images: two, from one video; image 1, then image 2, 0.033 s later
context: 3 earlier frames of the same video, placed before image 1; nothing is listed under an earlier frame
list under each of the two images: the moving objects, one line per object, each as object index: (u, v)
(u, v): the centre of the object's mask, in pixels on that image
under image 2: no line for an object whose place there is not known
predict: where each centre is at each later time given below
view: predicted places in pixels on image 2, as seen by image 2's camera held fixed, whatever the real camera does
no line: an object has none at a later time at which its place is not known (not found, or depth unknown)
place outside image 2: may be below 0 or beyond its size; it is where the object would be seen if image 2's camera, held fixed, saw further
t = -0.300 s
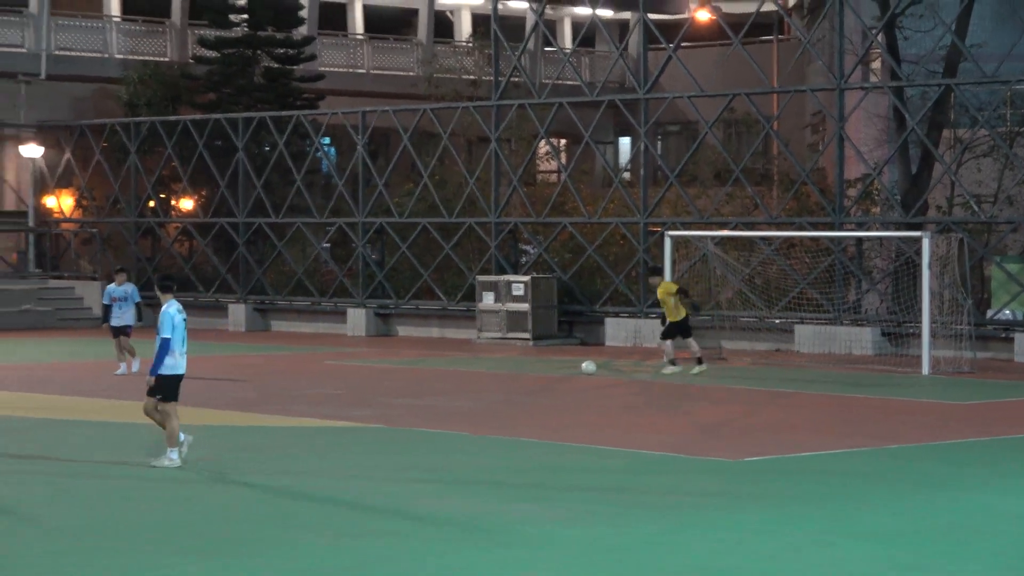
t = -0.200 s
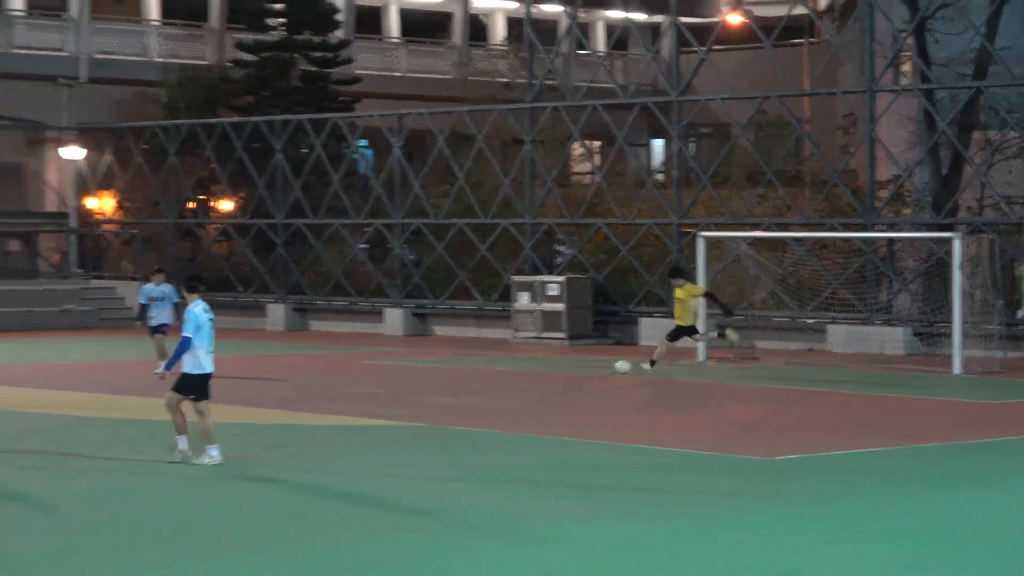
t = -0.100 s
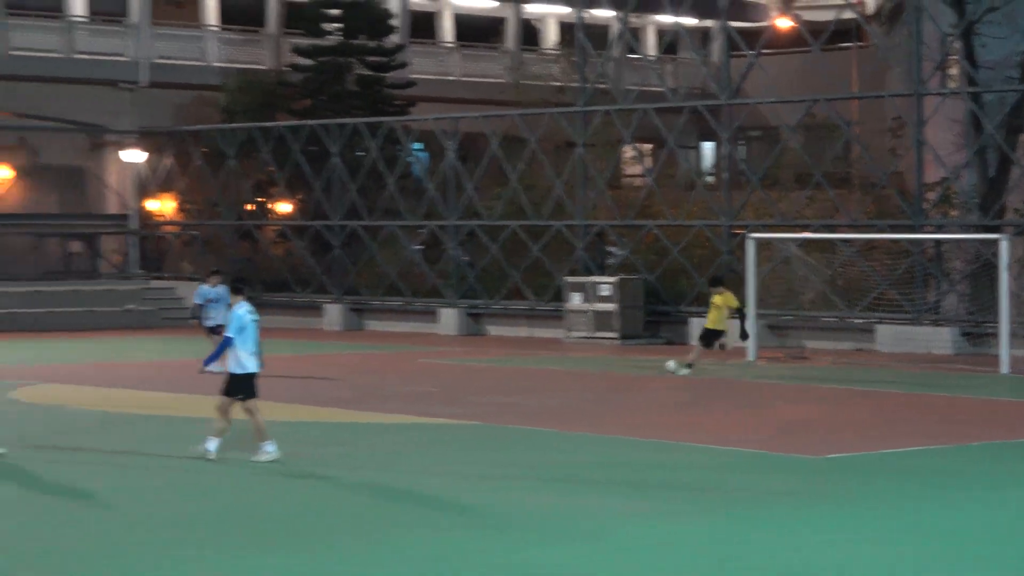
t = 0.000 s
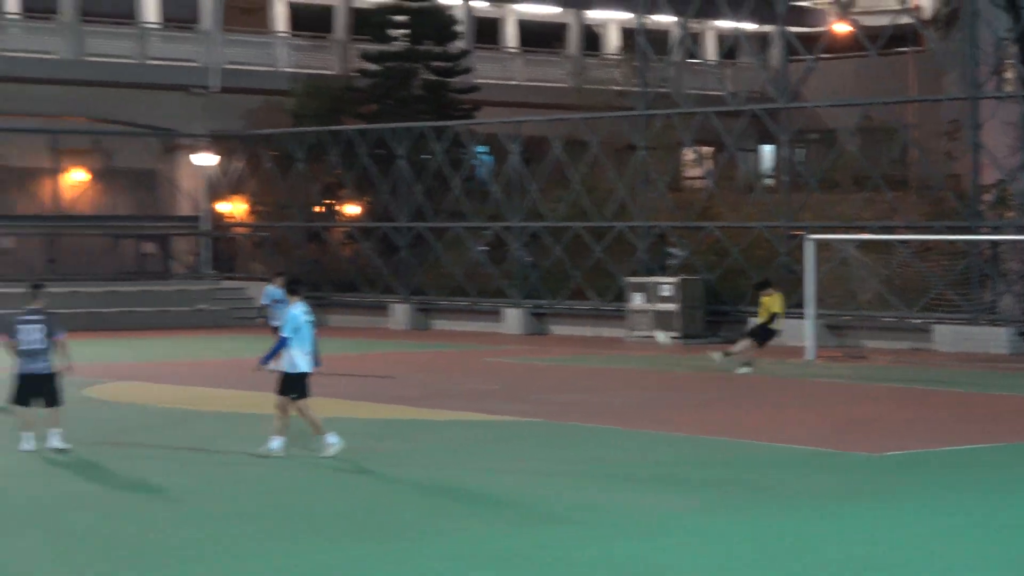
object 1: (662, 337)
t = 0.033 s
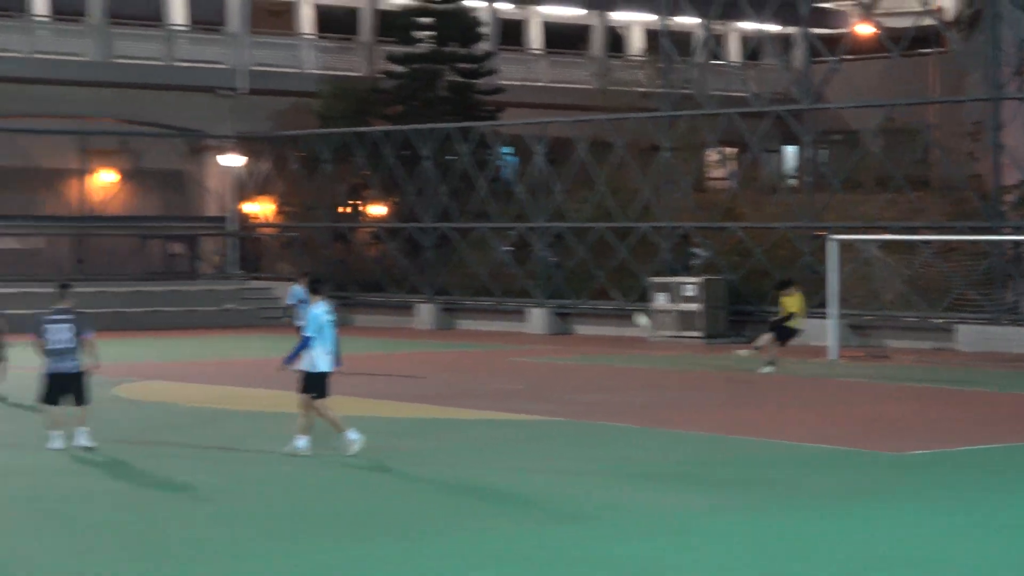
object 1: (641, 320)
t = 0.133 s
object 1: (511, 272)
